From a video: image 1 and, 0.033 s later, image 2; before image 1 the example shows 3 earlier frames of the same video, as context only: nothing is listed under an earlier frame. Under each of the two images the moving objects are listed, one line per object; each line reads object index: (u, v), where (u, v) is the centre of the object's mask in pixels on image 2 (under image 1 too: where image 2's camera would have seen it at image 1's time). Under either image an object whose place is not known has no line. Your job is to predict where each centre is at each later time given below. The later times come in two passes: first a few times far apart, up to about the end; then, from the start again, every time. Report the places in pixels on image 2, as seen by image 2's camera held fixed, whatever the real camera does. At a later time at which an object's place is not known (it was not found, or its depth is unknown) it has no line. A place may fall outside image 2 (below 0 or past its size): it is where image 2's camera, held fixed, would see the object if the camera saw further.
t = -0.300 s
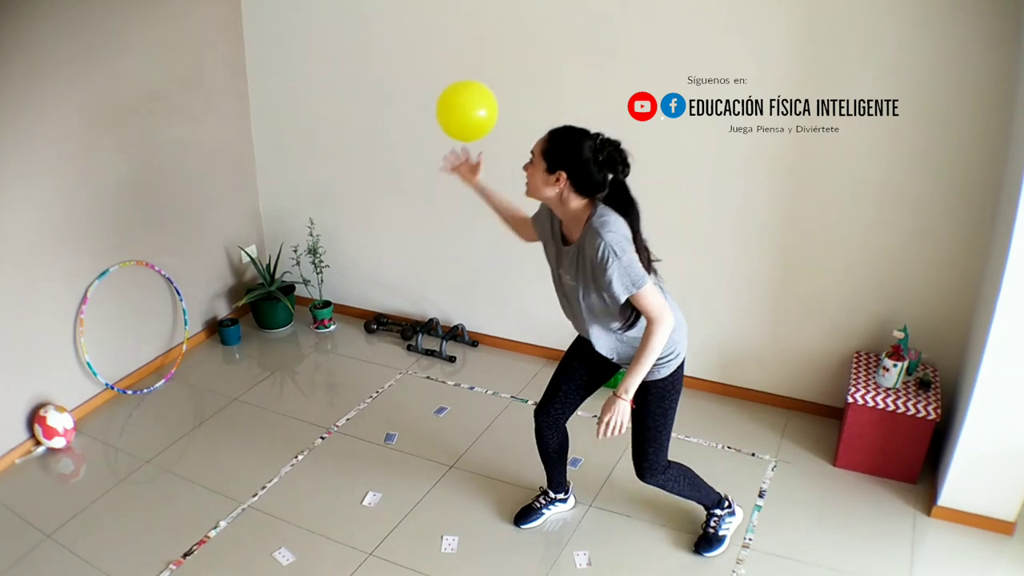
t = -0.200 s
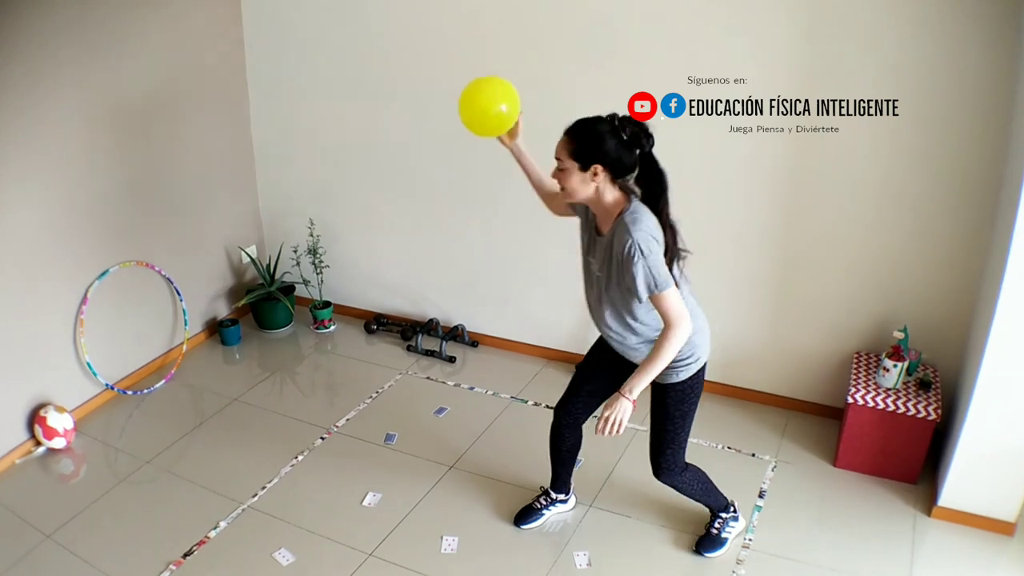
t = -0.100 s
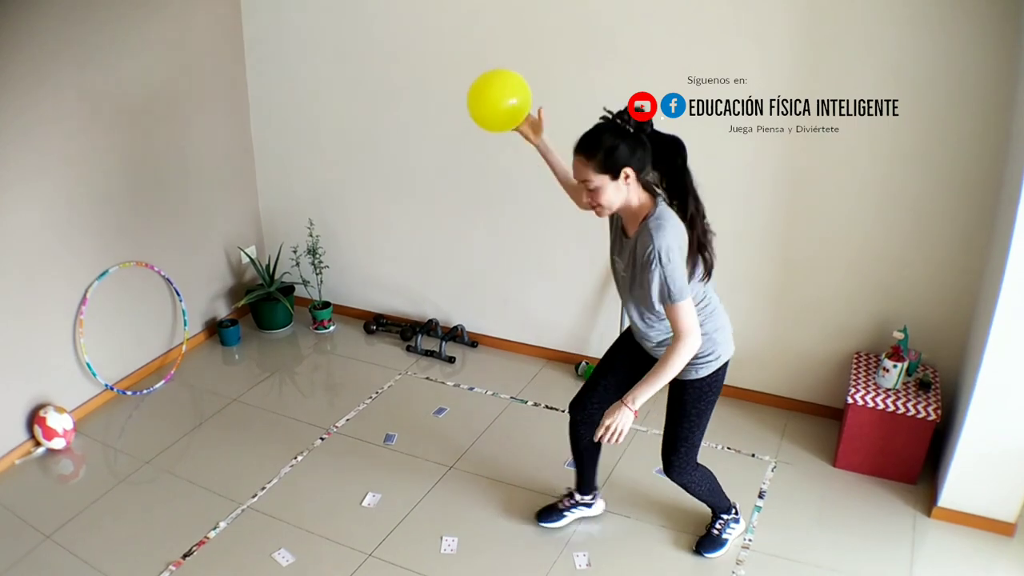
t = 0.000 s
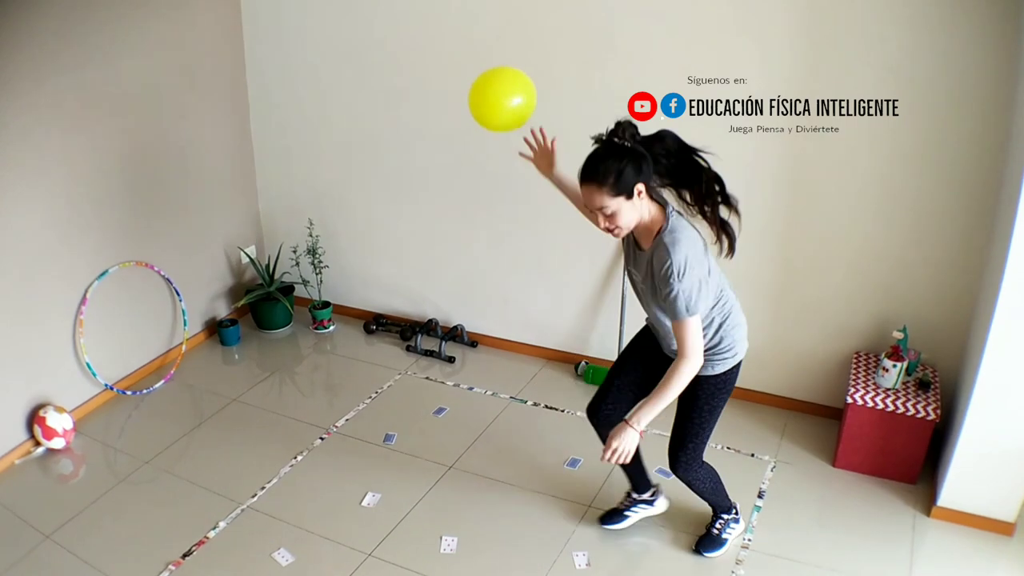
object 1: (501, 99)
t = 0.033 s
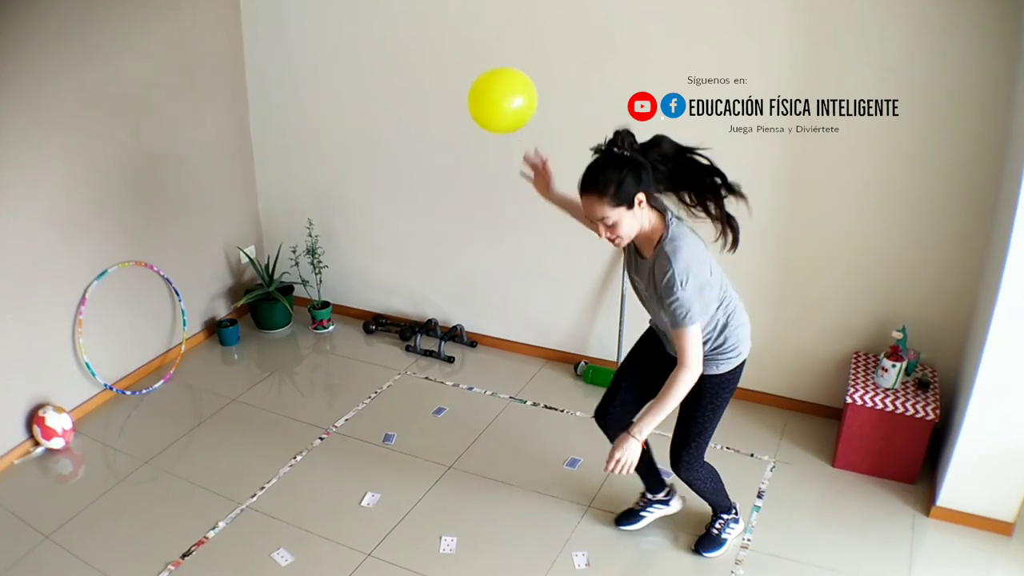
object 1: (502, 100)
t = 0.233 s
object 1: (510, 127)
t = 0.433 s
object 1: (518, 193)
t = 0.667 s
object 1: (522, 304)
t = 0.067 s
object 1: (503, 102)
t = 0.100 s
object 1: (504, 105)
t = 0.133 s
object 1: (505, 109)
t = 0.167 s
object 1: (507, 113)
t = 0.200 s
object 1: (508, 120)
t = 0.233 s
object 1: (510, 127)
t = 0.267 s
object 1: (511, 135)
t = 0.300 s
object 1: (513, 145)
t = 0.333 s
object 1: (515, 155)
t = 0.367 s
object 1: (516, 167)
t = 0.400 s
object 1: (517, 179)
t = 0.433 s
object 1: (518, 193)
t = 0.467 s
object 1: (520, 208)
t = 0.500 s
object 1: (520, 223)
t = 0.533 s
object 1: (521, 238)
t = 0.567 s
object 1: (521, 254)
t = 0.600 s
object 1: (522, 271)
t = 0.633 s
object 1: (522, 288)
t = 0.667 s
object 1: (522, 304)
